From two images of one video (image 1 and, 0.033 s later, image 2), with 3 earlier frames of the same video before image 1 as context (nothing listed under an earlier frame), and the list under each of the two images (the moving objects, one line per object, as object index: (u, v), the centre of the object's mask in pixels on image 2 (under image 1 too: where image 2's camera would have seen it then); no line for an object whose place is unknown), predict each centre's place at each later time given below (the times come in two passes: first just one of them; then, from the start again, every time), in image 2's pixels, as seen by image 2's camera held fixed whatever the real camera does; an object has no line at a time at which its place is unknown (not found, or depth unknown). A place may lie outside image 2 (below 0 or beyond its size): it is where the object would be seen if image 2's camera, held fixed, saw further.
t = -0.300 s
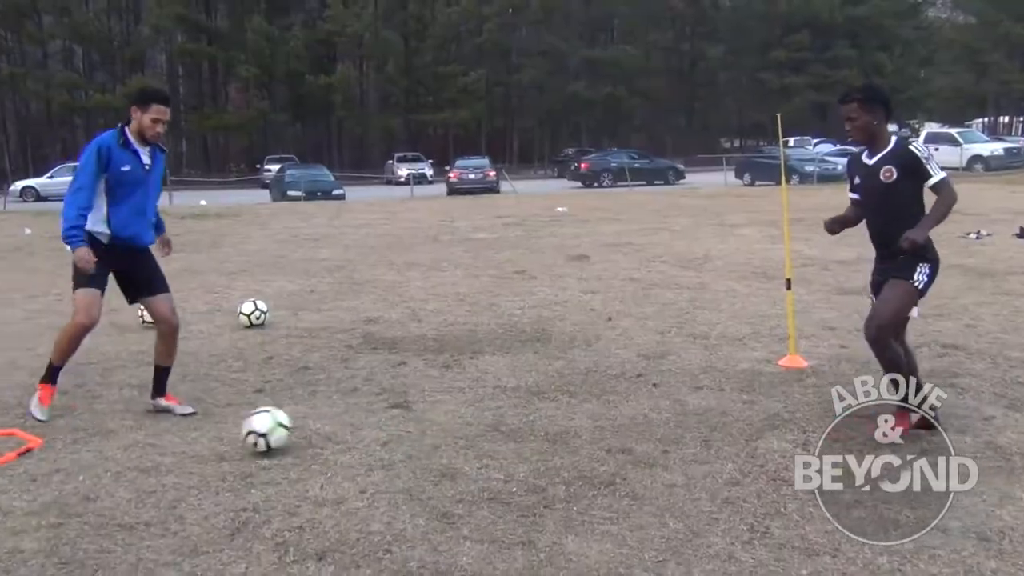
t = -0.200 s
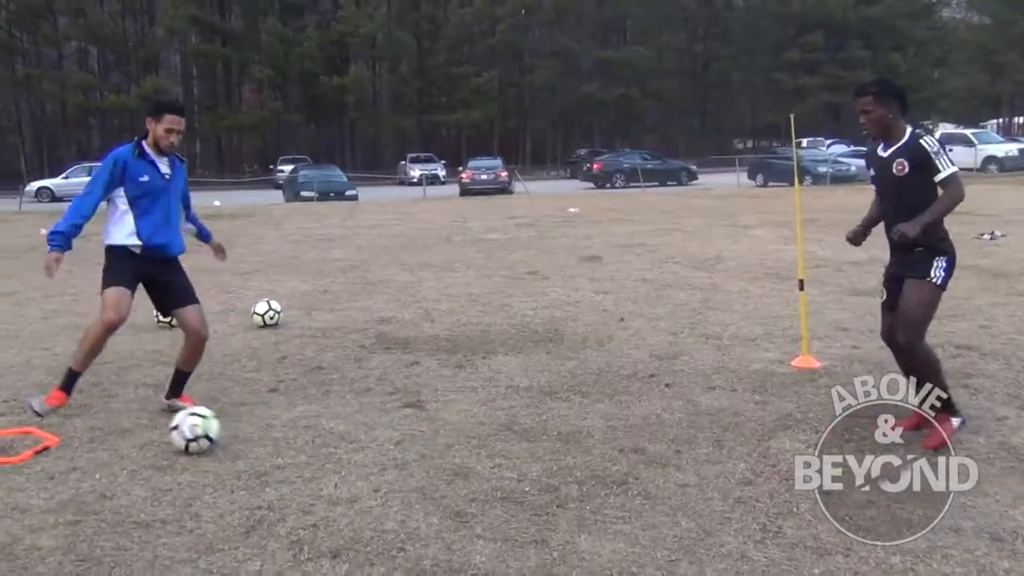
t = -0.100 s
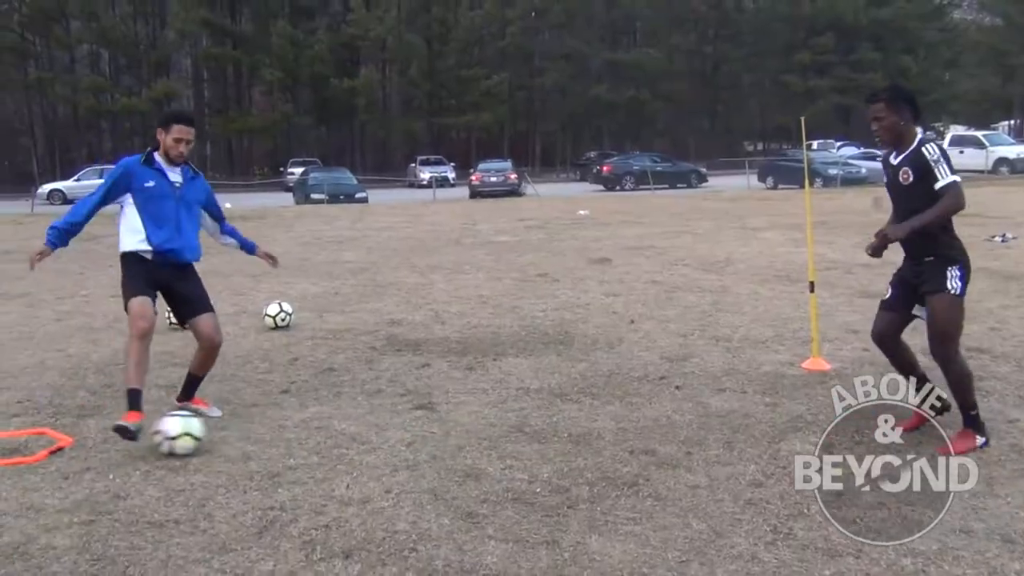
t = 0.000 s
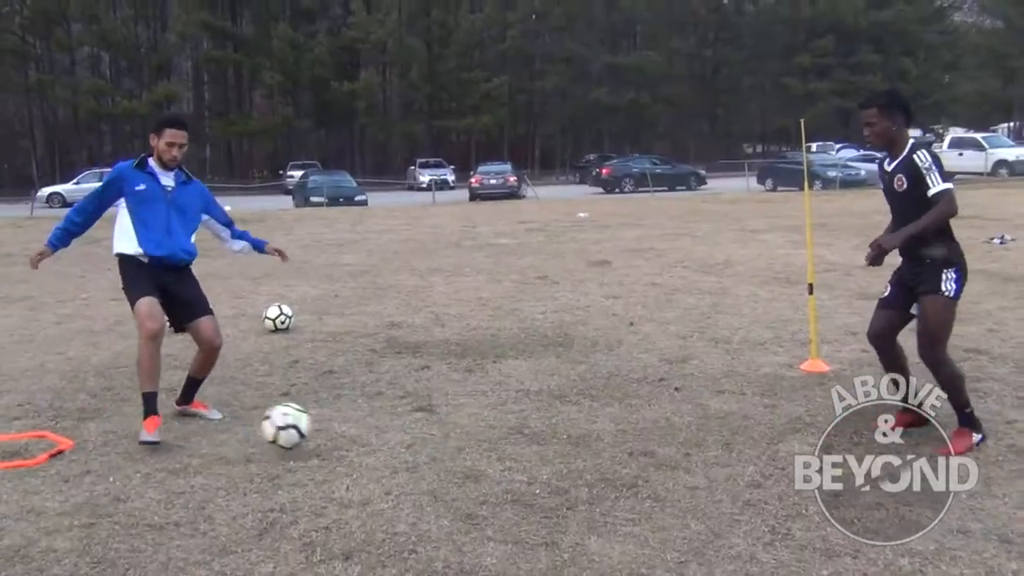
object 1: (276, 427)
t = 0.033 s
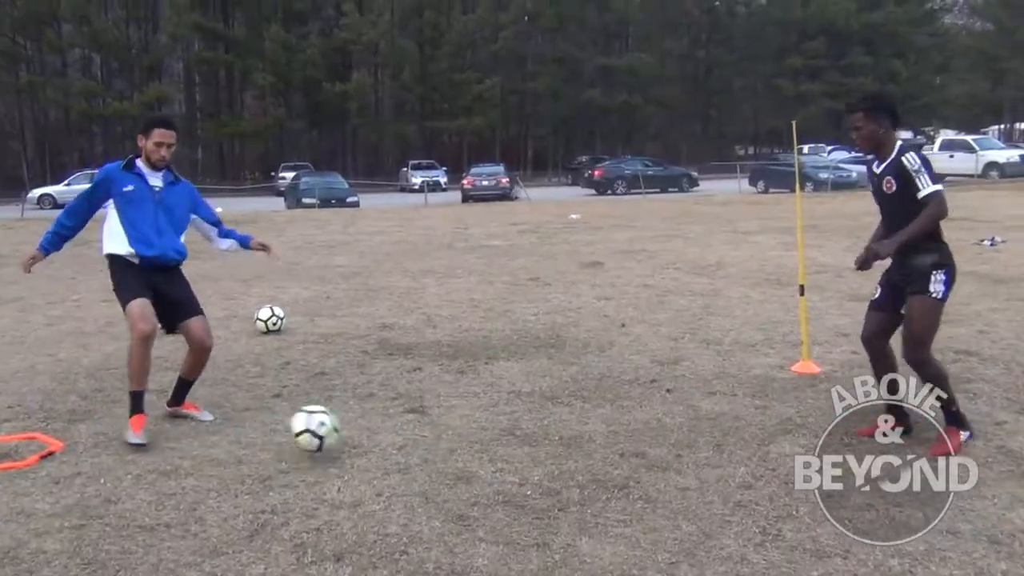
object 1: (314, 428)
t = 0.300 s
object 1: (557, 438)
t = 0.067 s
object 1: (350, 431)
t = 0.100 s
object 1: (386, 437)
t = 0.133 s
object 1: (419, 441)
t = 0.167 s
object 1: (448, 436)
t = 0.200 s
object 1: (474, 432)
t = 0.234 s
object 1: (502, 432)
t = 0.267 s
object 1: (530, 433)
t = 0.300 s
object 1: (557, 438)
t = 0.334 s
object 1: (586, 443)
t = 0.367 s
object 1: (612, 441)
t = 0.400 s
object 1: (641, 439)
